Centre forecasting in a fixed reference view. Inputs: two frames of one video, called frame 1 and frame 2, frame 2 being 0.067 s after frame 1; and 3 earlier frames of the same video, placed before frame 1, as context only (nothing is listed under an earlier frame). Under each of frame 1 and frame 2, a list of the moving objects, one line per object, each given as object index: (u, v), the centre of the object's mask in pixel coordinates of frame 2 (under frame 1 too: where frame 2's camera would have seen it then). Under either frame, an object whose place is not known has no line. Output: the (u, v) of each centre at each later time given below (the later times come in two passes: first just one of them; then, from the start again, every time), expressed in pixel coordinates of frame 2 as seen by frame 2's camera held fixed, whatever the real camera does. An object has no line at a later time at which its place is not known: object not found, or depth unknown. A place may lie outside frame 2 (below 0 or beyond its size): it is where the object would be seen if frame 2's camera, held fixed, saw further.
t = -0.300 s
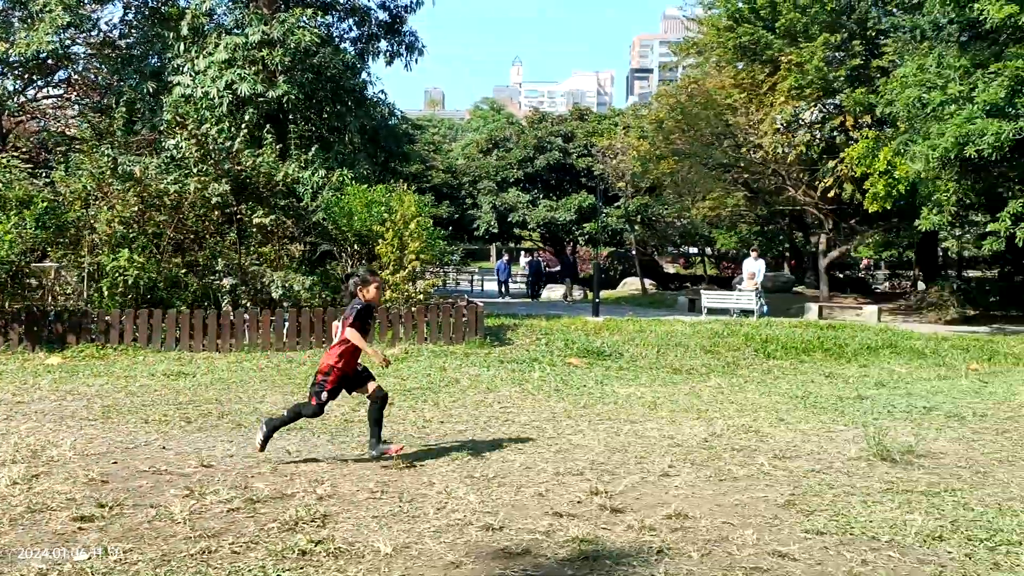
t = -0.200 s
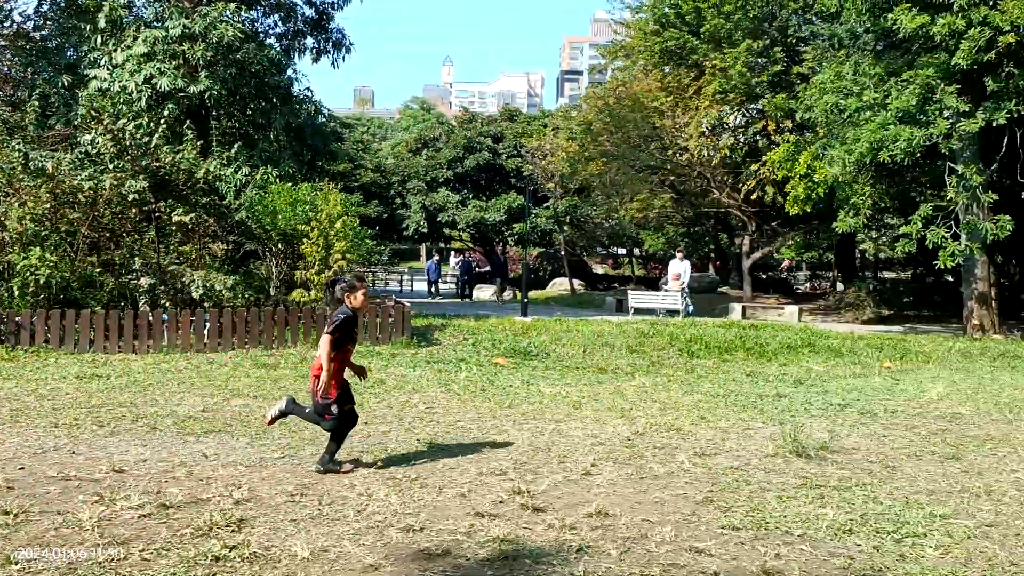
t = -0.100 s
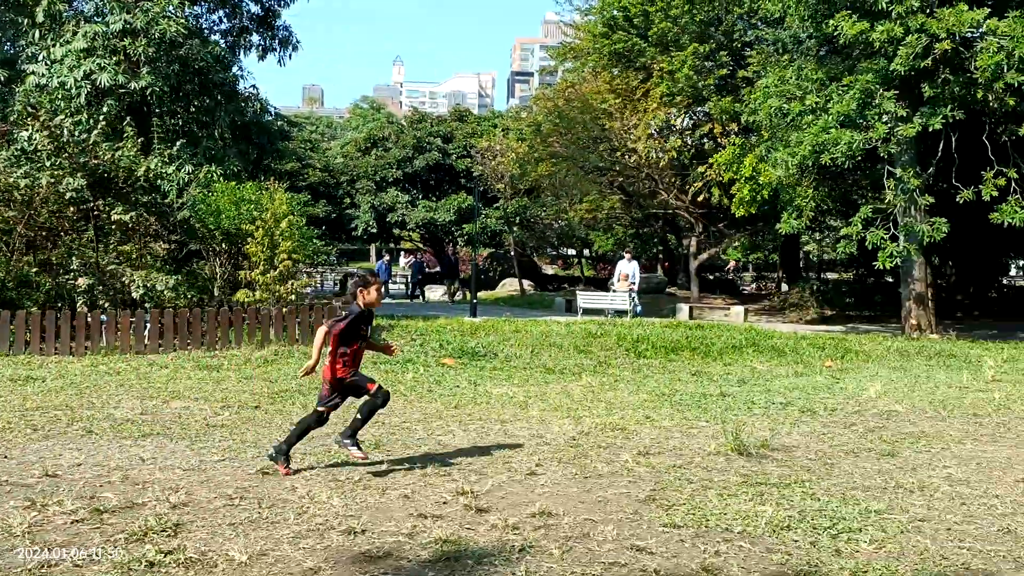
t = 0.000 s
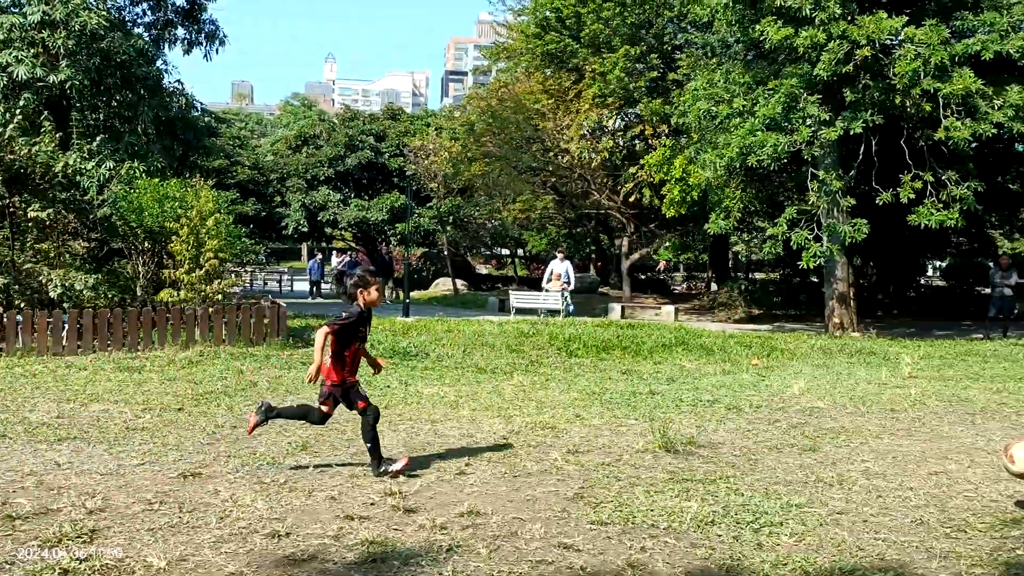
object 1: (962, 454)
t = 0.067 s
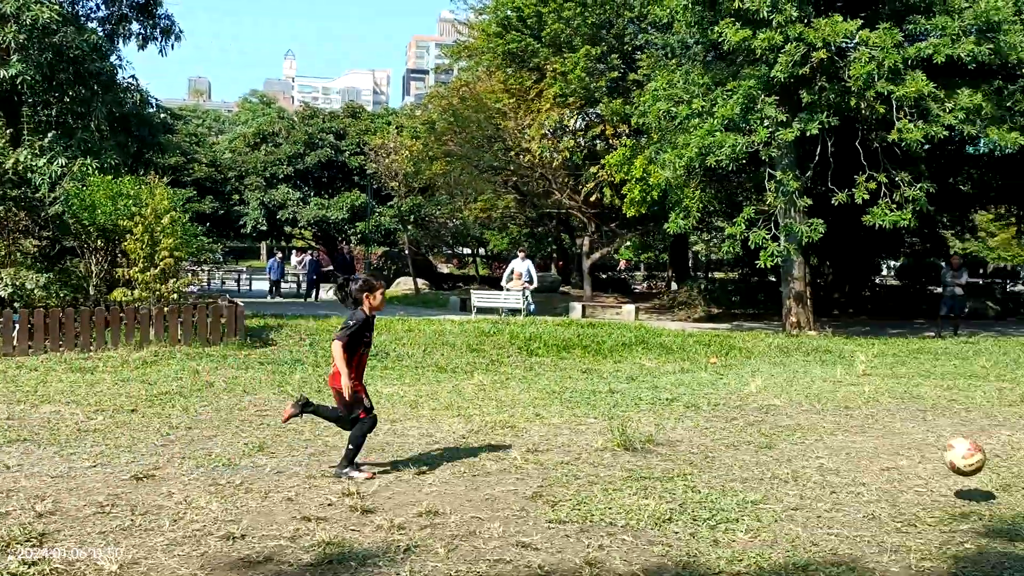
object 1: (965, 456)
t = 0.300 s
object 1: (937, 460)
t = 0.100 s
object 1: (961, 460)
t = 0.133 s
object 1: (956, 466)
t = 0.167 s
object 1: (952, 476)
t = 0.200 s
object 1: (948, 478)
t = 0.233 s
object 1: (944, 472)
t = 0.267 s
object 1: (940, 464)
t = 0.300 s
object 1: (937, 460)
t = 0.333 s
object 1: (934, 458)
